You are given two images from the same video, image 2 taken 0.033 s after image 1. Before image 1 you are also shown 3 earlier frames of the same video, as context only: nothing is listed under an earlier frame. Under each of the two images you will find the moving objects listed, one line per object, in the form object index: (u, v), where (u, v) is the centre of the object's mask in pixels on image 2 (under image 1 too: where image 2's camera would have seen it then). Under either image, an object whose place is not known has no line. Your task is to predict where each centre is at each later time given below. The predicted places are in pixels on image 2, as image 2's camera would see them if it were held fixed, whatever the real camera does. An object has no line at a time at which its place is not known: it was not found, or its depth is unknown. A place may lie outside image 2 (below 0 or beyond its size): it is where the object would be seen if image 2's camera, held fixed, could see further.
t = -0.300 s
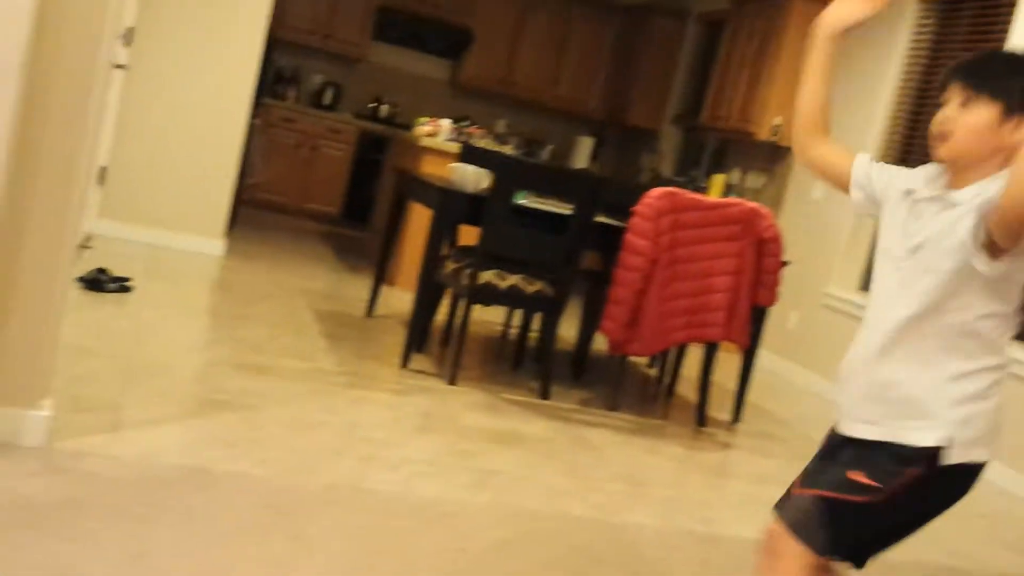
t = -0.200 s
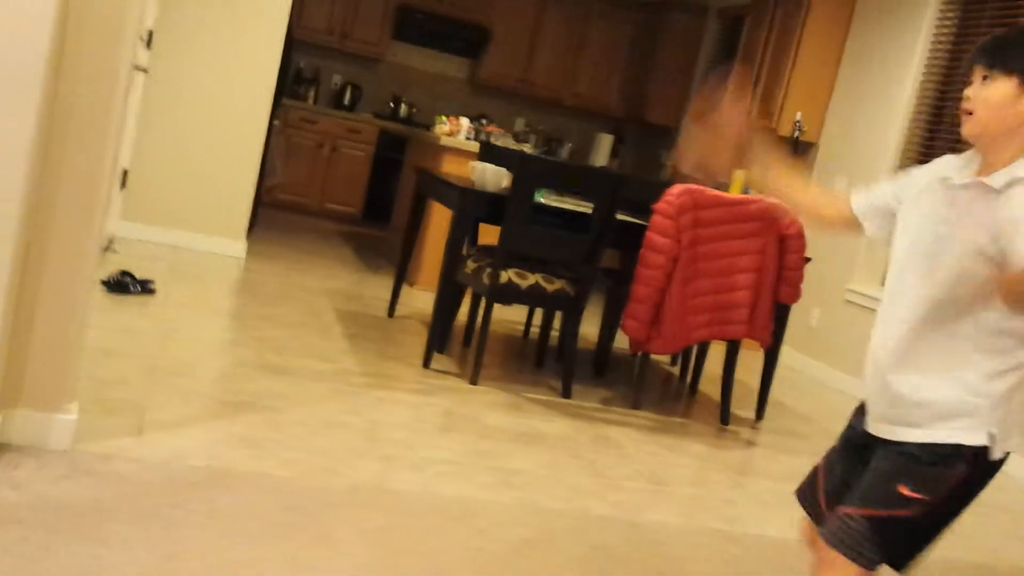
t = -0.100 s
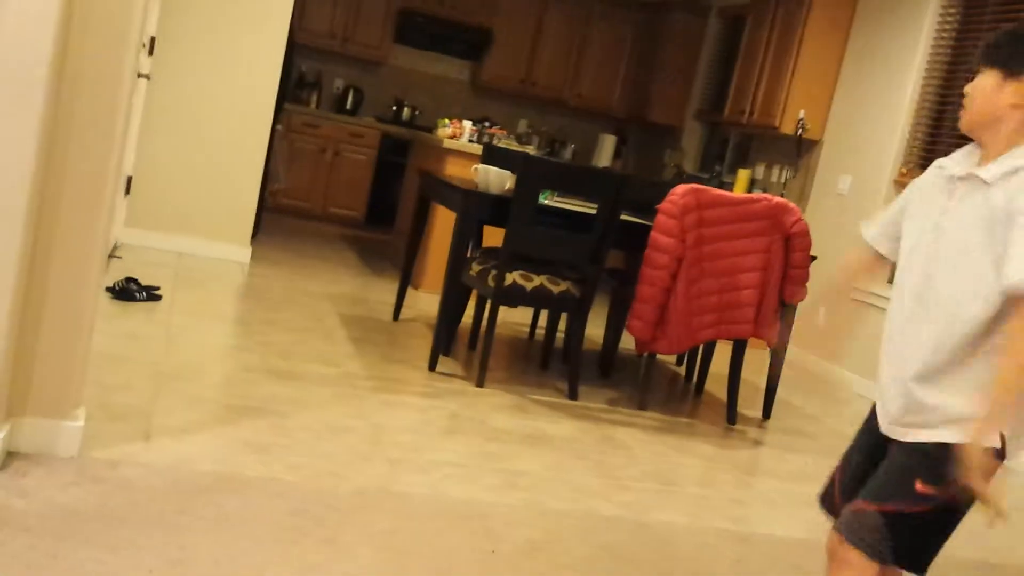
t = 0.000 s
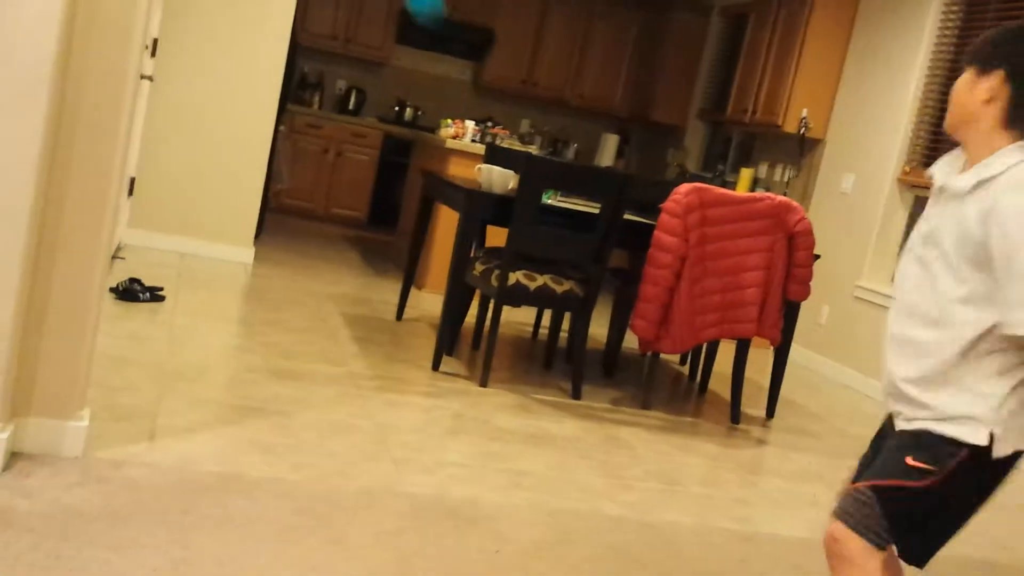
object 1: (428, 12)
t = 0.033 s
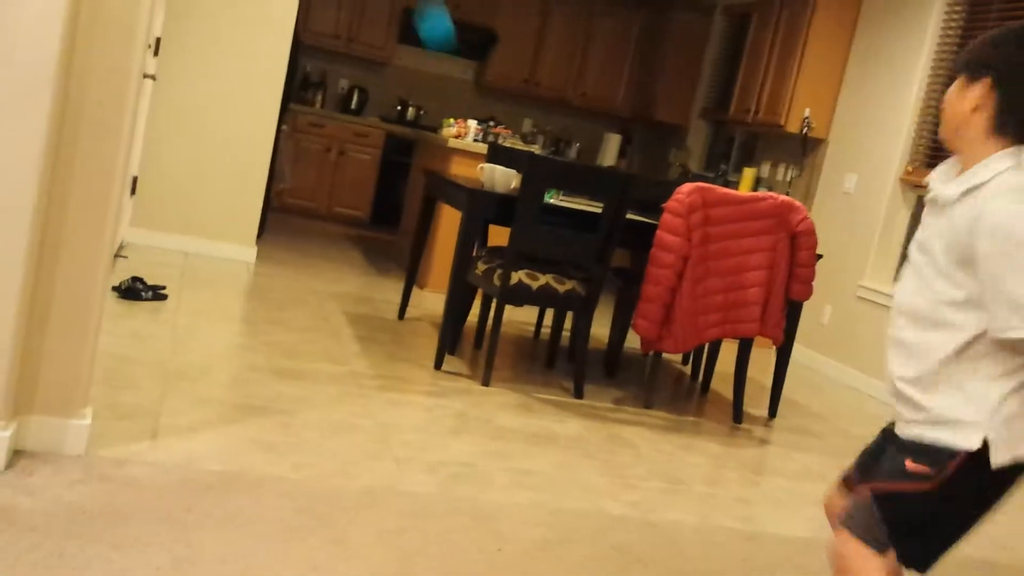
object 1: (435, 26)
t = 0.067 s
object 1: (443, 53)
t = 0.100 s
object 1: (451, 86)
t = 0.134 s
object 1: (456, 115)
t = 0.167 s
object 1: (459, 157)
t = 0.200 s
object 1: (463, 193)
